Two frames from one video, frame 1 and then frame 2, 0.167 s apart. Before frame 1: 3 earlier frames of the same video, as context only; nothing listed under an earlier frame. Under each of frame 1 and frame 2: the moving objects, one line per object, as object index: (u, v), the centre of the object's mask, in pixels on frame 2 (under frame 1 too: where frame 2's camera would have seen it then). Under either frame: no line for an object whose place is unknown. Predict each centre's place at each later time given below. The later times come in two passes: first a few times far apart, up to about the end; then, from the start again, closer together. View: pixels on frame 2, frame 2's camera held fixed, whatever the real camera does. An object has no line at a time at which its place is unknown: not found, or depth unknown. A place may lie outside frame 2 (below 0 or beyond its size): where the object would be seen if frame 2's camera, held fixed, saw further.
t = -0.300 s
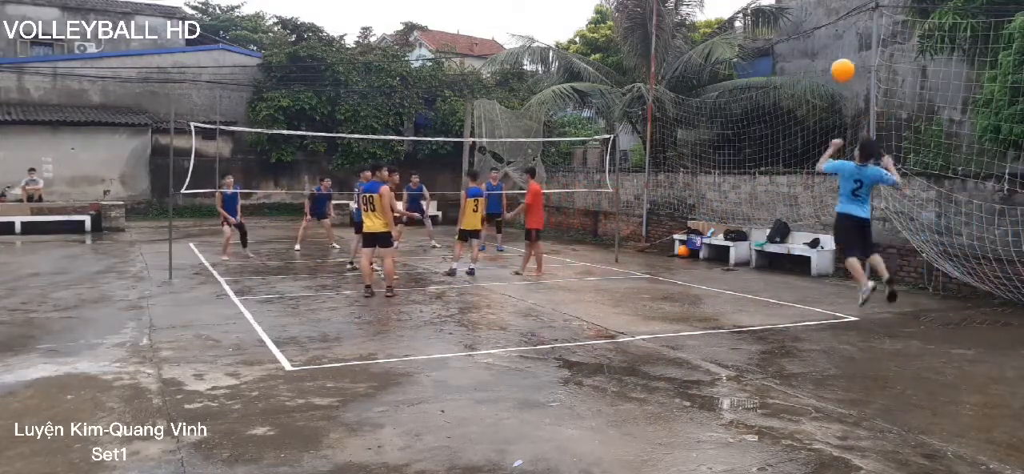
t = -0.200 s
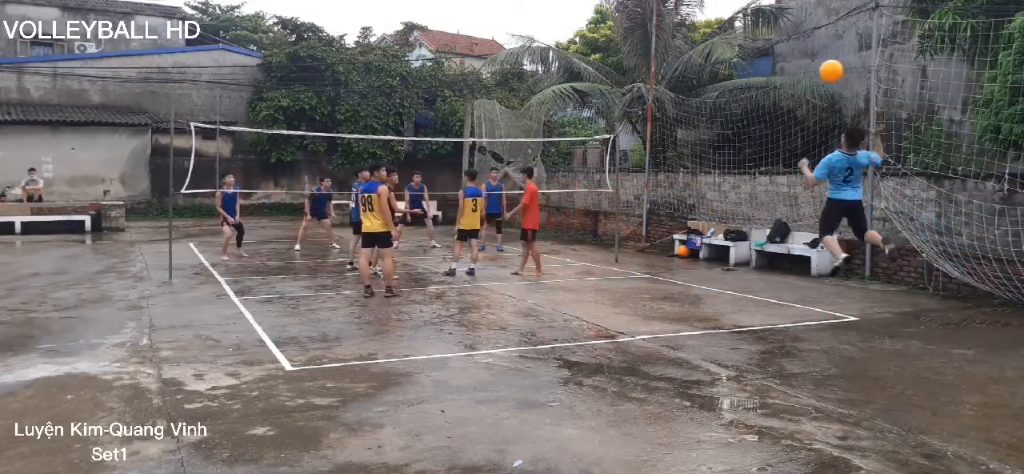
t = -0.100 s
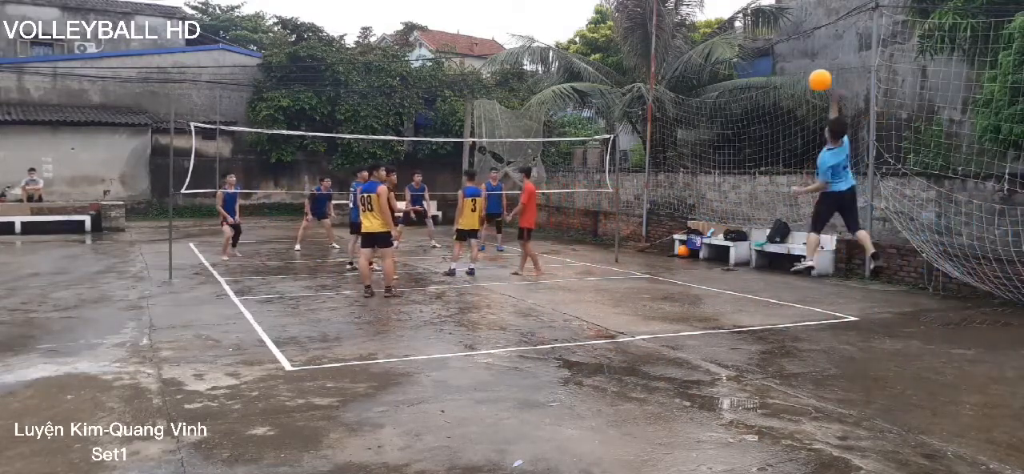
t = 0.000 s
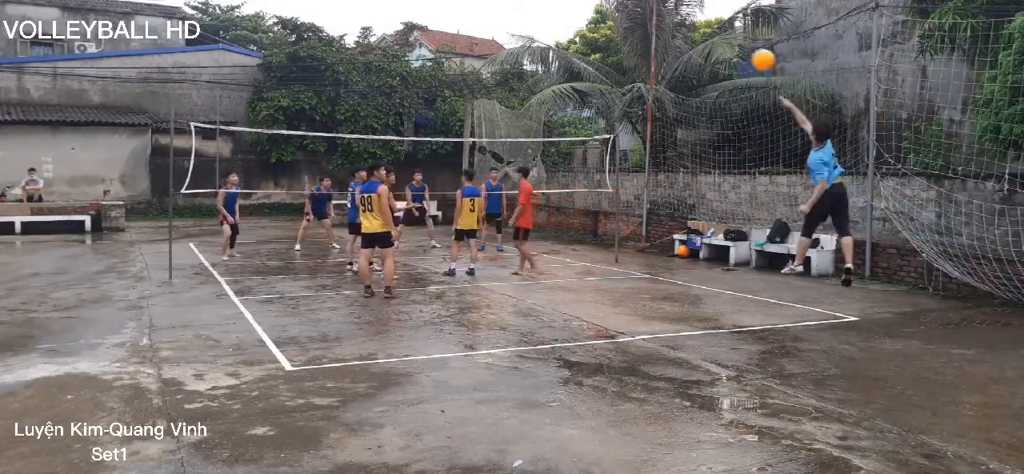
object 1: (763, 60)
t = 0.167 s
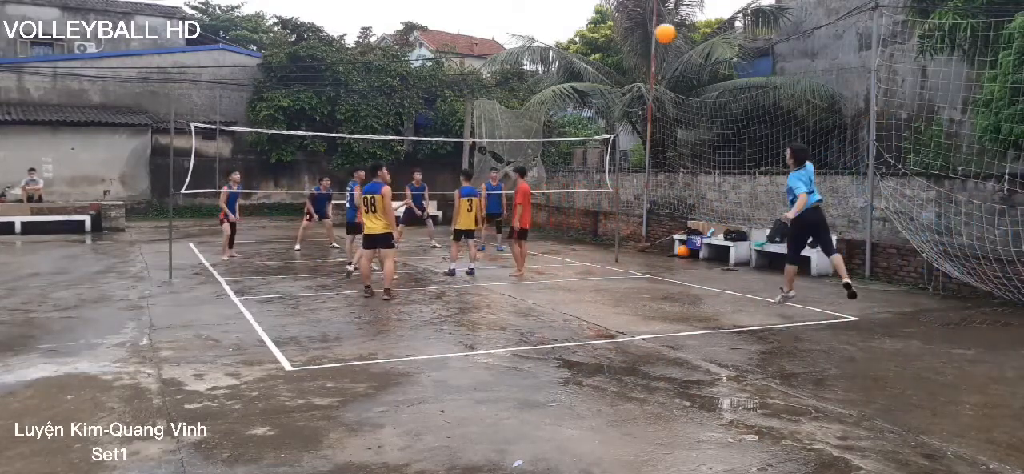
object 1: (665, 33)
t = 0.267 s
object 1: (616, 30)
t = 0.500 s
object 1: (522, 50)
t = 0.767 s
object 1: (443, 103)
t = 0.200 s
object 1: (648, 32)
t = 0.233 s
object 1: (631, 30)
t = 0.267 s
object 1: (616, 30)
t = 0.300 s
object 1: (601, 31)
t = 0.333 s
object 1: (586, 33)
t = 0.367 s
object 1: (573, 35)
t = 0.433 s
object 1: (546, 42)
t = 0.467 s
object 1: (533, 44)
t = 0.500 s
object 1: (522, 50)
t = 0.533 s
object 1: (512, 56)
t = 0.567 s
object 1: (501, 60)
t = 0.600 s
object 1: (491, 66)
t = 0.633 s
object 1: (480, 73)
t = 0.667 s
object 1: (470, 80)
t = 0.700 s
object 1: (461, 87)
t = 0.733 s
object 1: (451, 95)
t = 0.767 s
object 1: (443, 103)
